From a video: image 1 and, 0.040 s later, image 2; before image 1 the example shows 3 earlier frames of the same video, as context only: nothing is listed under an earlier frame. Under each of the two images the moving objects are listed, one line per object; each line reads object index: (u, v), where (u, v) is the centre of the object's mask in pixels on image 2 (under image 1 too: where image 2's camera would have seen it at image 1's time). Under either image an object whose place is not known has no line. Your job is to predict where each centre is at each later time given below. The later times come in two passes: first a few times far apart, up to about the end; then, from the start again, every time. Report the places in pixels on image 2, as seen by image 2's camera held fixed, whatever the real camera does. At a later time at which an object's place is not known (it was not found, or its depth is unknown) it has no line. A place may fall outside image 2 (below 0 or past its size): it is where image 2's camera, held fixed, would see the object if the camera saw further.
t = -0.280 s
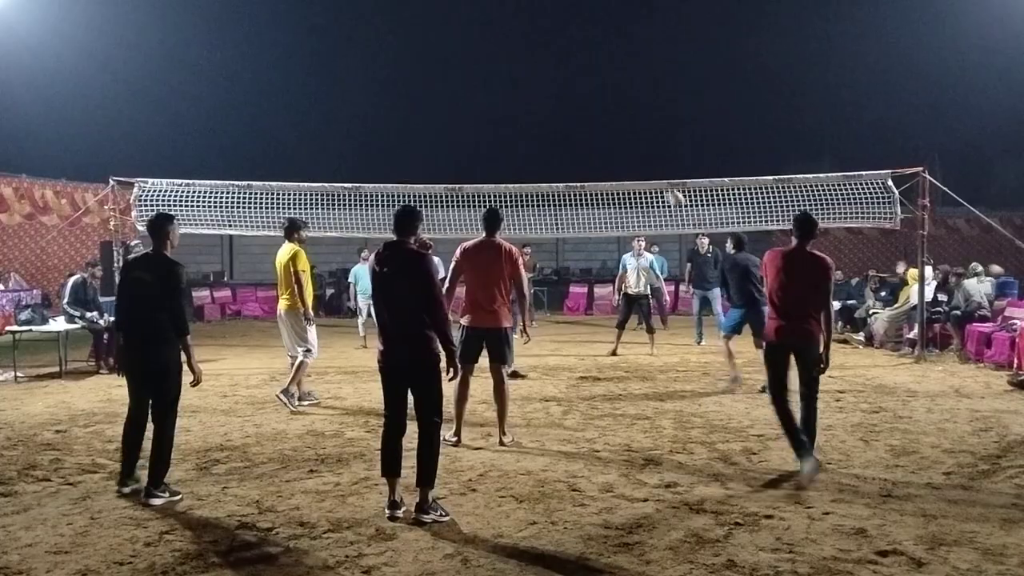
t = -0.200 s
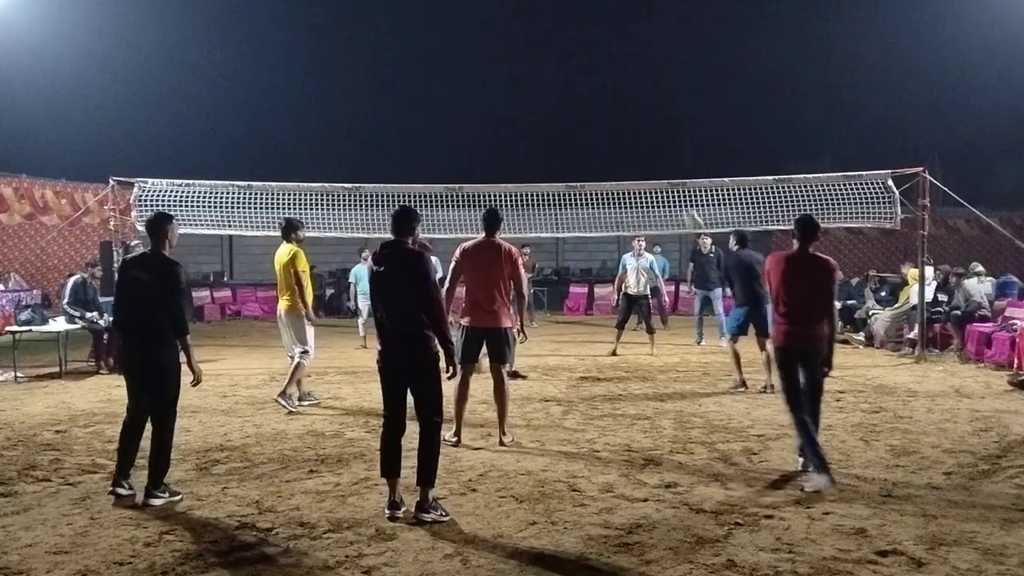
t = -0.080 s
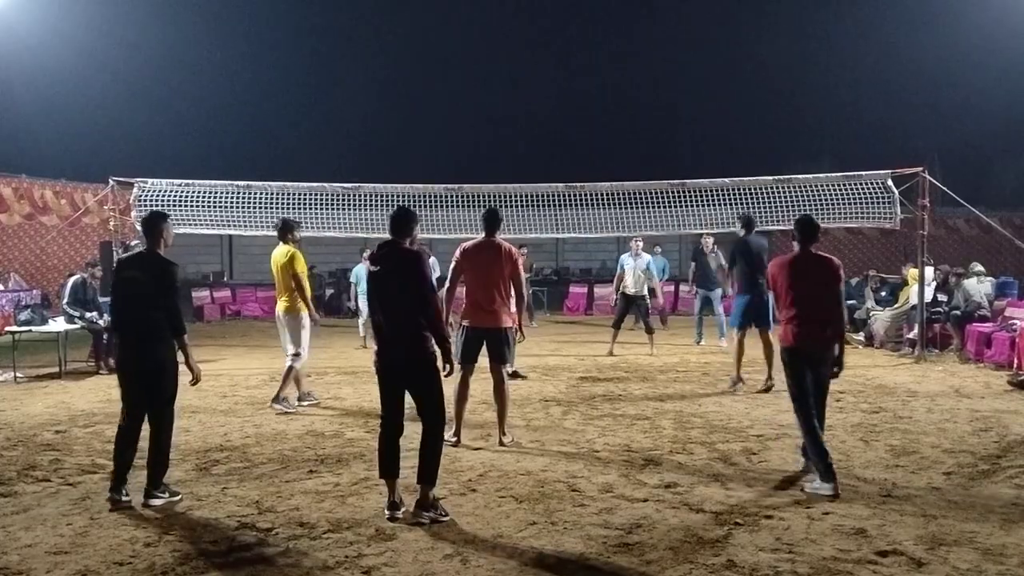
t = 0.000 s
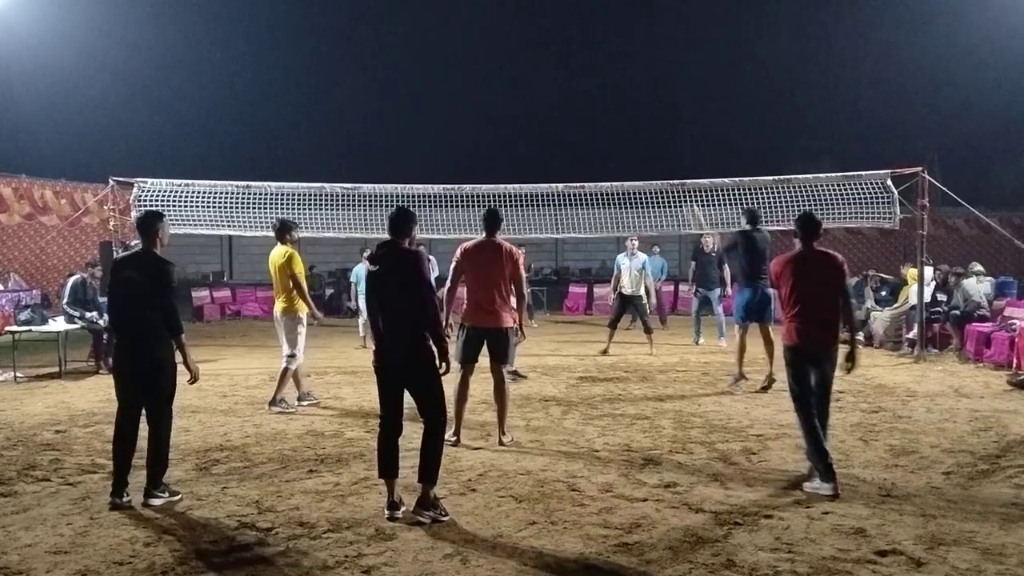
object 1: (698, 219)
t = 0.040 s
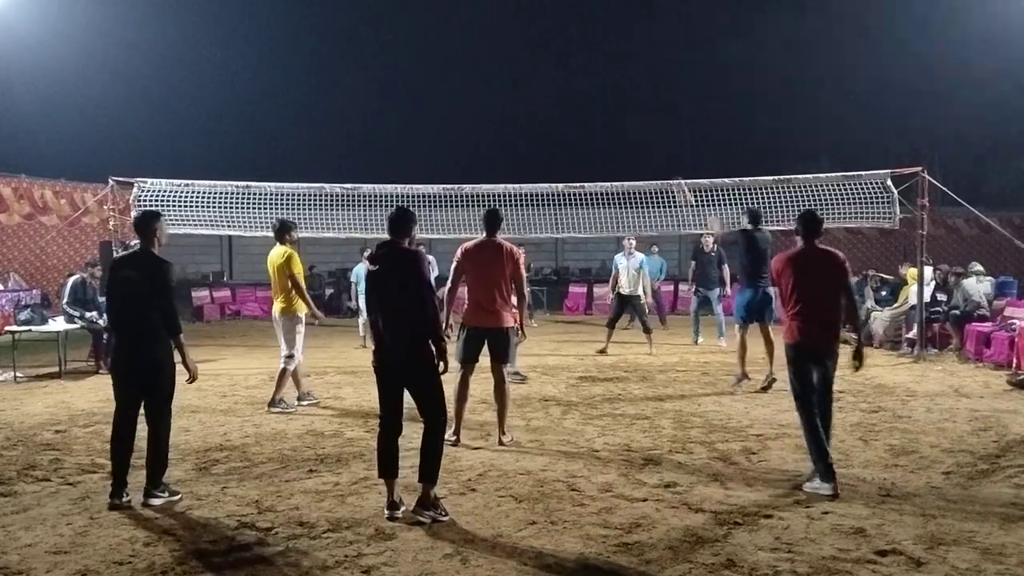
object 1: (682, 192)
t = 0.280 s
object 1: (613, 84)
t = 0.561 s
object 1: (552, 32)
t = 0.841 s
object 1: (506, 40)
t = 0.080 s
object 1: (668, 167)
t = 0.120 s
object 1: (657, 149)
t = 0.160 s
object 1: (646, 130)
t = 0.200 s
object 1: (635, 113)
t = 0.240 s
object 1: (624, 98)
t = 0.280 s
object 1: (613, 84)
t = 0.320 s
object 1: (604, 72)
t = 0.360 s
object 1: (595, 62)
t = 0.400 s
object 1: (585, 53)
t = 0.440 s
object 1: (576, 46)
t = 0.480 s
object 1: (568, 40)
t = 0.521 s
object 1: (560, 36)
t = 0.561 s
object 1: (552, 32)
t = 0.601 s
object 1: (545, 30)
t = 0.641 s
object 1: (538, 30)
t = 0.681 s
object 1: (531, 30)
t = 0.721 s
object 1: (524, 31)
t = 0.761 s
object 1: (518, 33)
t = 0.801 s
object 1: (512, 36)
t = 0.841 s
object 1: (506, 40)
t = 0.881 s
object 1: (500, 45)
